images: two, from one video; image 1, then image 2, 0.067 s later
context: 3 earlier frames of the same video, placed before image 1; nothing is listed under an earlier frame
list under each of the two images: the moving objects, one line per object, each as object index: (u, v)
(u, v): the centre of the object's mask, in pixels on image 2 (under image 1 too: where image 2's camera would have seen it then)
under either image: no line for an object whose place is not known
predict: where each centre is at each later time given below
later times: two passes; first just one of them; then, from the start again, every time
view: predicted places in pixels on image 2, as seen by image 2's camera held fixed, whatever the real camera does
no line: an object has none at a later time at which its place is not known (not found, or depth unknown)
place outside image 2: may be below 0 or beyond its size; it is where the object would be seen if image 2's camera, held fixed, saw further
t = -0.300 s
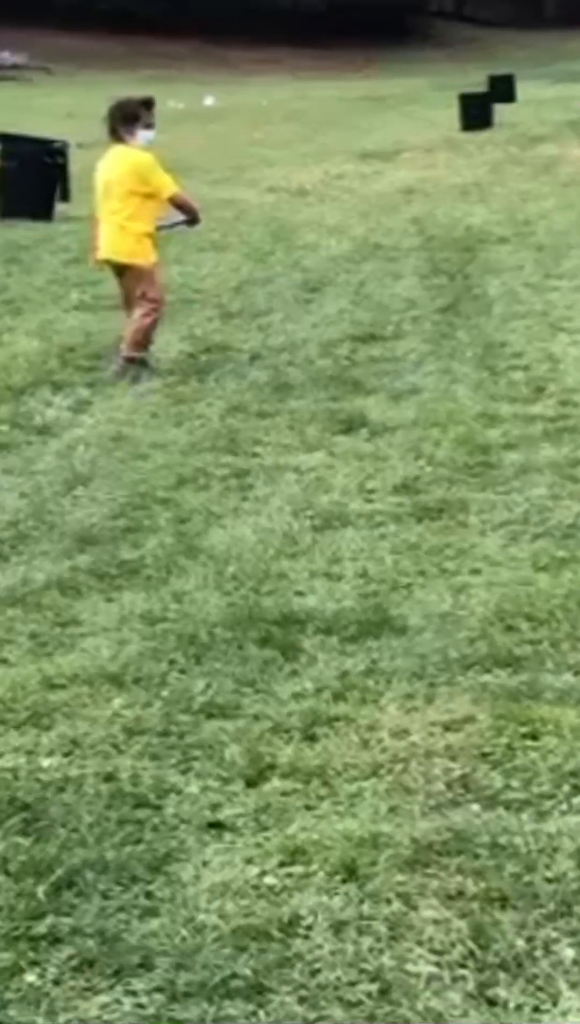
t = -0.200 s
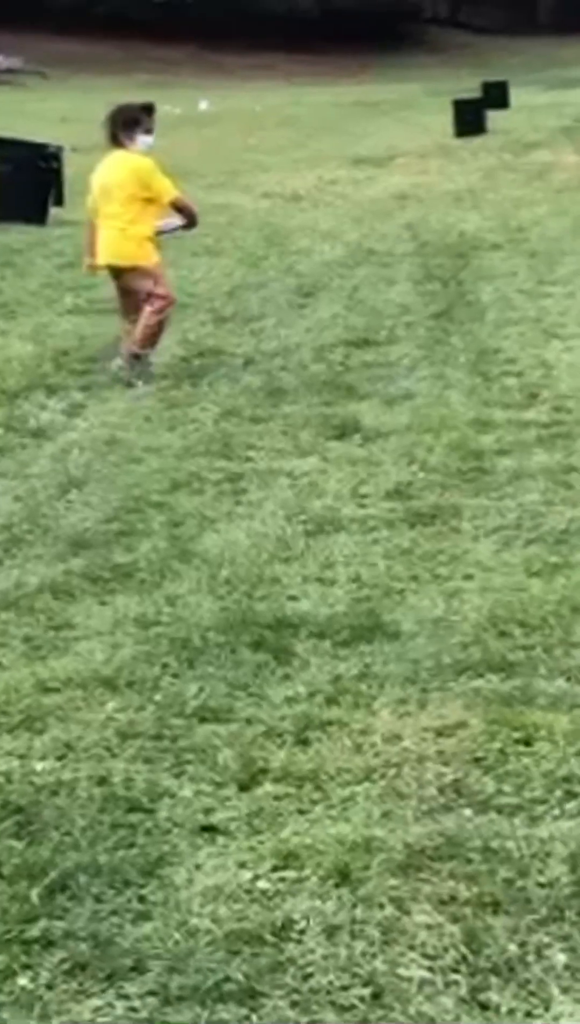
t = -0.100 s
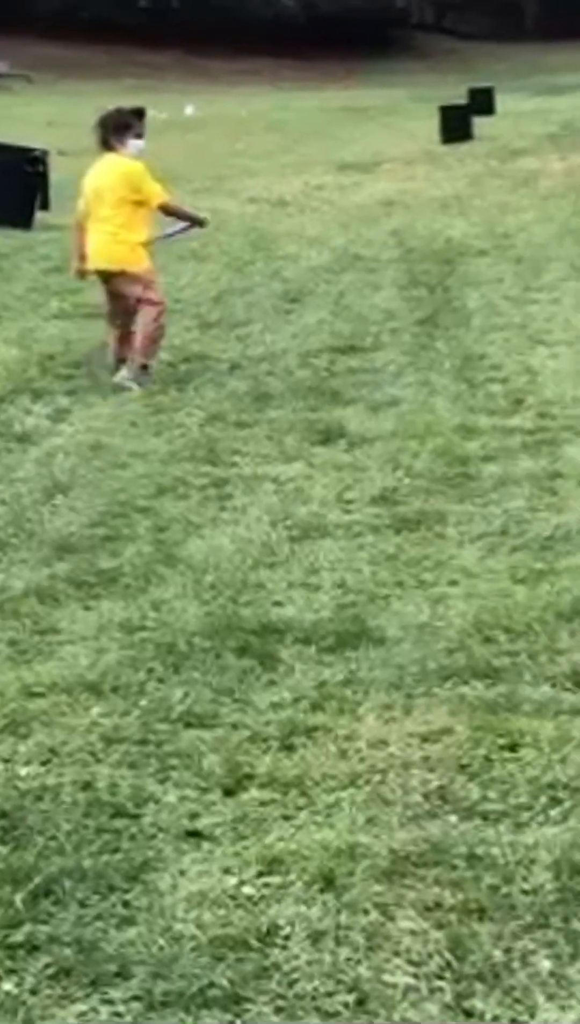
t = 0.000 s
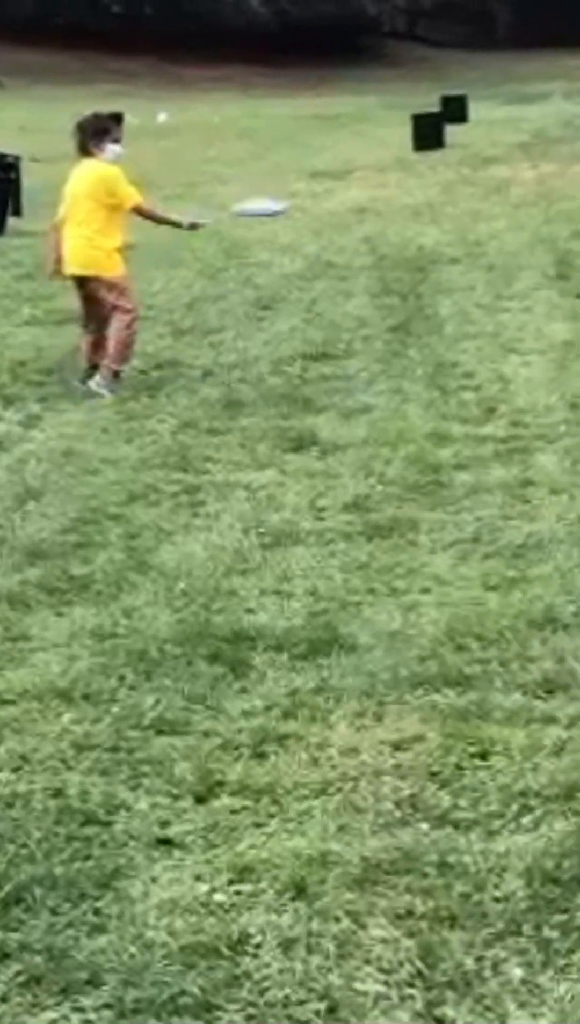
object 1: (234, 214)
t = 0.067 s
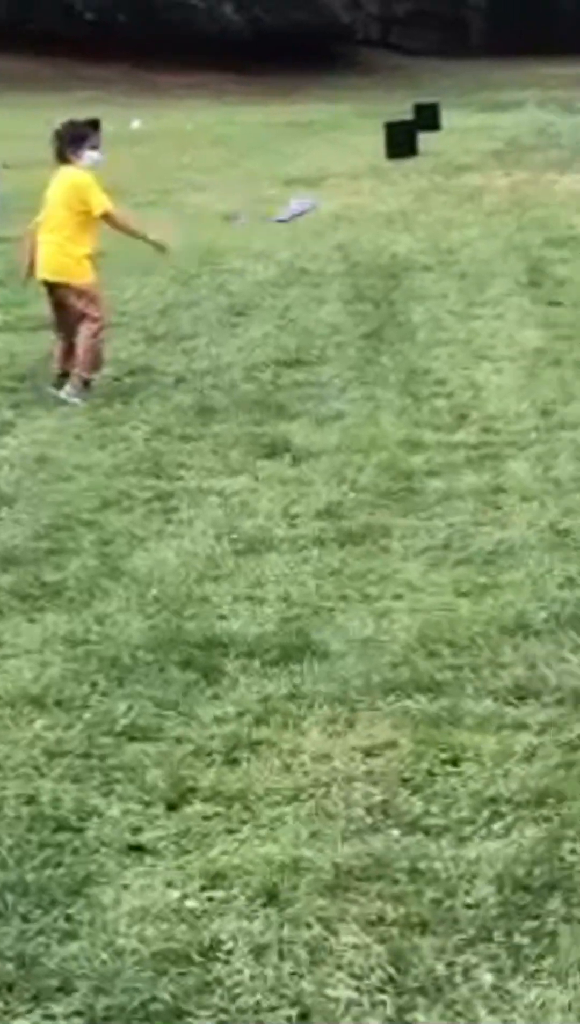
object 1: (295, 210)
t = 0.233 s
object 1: (482, 222)
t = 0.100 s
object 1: (331, 210)
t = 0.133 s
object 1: (373, 210)
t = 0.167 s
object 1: (409, 213)
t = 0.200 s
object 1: (440, 217)
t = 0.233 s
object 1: (482, 222)
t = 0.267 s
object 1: (520, 230)
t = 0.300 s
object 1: (556, 237)
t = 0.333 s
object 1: (596, 244)
